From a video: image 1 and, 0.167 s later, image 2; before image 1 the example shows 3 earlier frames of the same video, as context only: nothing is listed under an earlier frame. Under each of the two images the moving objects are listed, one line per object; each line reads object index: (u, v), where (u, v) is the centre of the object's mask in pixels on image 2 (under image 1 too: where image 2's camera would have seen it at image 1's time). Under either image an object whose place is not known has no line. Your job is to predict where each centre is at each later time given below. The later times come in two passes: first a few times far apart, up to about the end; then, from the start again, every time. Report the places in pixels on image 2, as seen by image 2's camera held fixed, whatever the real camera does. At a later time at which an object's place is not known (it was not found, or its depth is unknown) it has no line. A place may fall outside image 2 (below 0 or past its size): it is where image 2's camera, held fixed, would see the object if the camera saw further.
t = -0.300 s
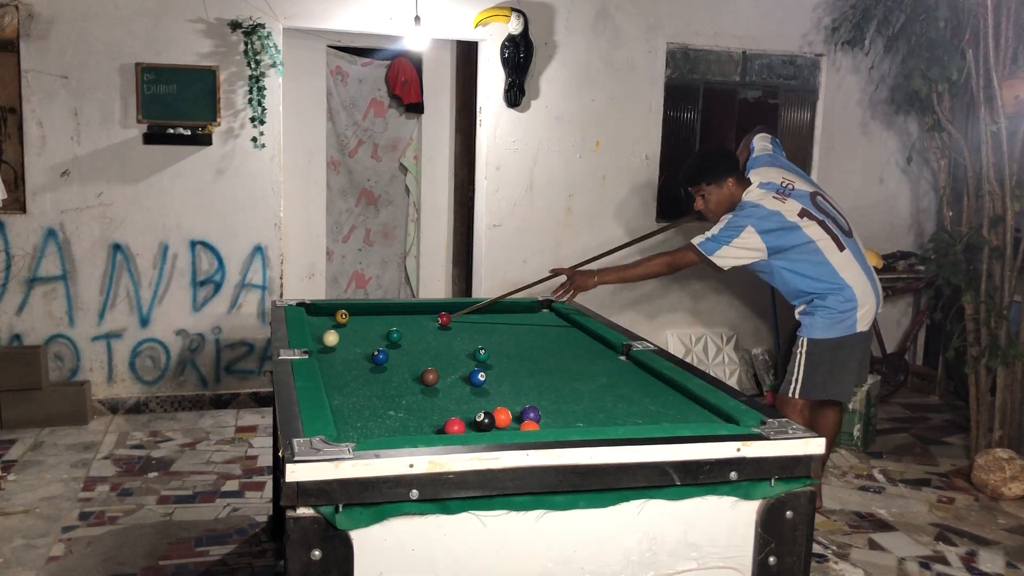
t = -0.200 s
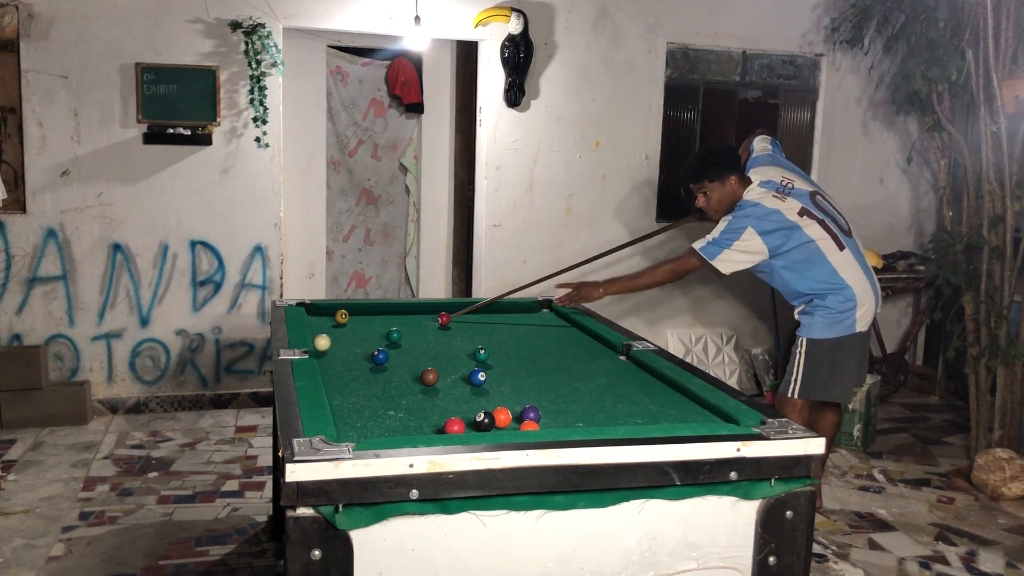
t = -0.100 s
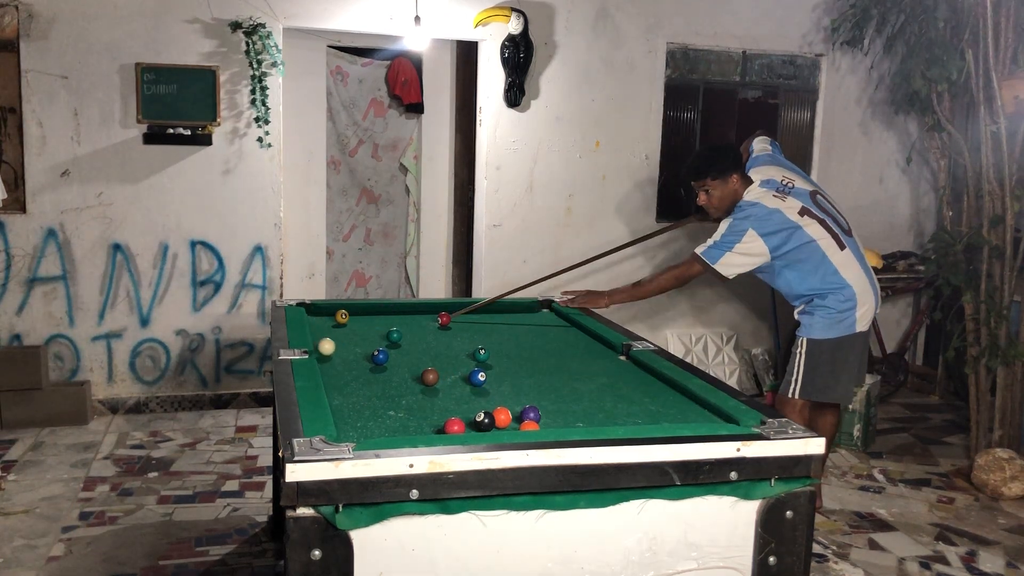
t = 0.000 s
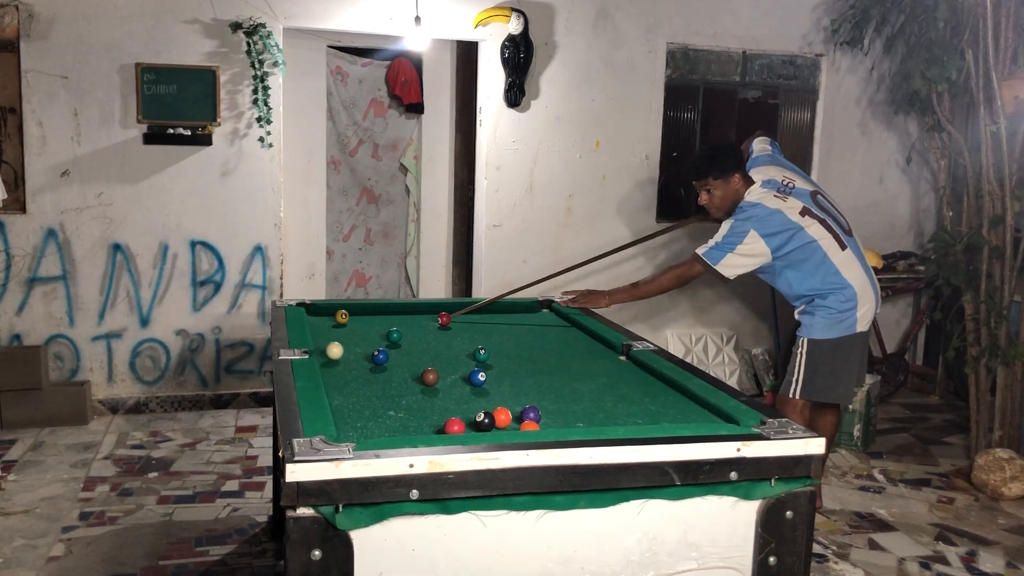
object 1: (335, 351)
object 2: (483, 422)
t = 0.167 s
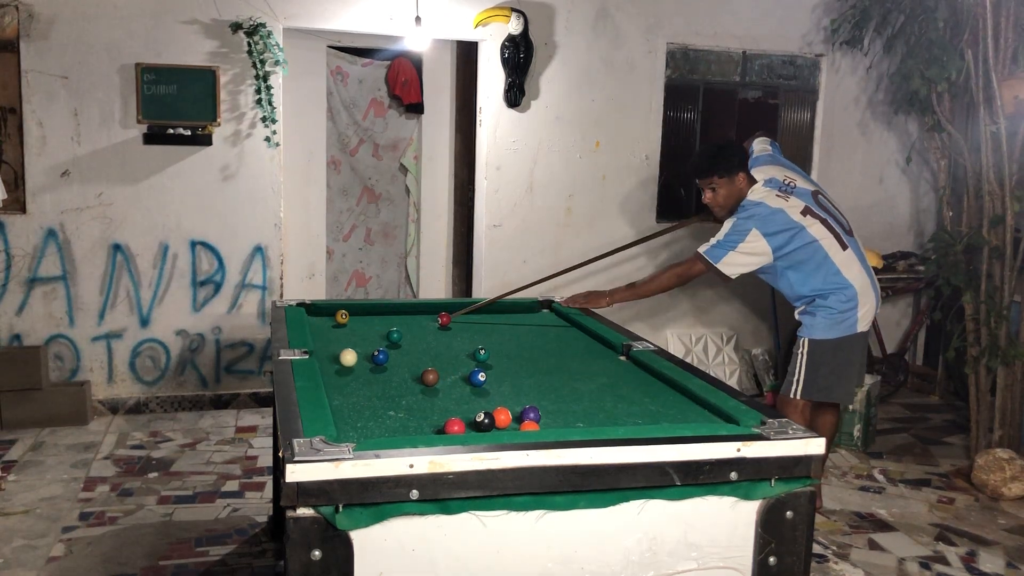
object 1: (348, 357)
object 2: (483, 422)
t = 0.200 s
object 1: (351, 359)
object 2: (484, 421)
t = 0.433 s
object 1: (370, 368)
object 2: (484, 421)
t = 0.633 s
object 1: (388, 377)
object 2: (484, 421)
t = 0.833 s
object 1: (406, 386)
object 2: (484, 421)
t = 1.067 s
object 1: (427, 396)
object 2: (484, 421)
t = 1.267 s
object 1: (444, 405)
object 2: (484, 421)
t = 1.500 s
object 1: (466, 415)
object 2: (484, 420)
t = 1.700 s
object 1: (468, 419)
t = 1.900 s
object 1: (469, 422)
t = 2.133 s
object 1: (469, 423)
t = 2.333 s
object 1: (469, 424)
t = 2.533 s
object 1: (469, 424)
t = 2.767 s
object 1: (469, 424)
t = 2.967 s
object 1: (469, 424)
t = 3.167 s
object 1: (469, 424)
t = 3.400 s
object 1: (469, 424)
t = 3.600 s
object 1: (469, 424)
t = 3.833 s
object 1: (469, 424)
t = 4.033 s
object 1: (469, 424)
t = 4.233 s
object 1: (469, 424)
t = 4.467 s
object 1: (469, 424)
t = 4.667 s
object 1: (469, 424)
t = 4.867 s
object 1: (469, 424)
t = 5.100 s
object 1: (469, 424)
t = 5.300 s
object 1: (469, 424)
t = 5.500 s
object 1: (469, 424)
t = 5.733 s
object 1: (469, 424)
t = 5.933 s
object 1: (469, 424)
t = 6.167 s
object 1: (469, 424)
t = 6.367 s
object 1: (469, 424)
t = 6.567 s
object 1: (469, 424)
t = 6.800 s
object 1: (469, 424)
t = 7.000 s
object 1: (470, 424)
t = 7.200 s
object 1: (470, 424)
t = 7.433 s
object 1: (470, 424)
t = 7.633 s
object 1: (470, 424)
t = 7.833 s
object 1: (470, 424)
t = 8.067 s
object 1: (470, 424)
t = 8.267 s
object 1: (469, 424)
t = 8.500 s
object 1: (469, 424)
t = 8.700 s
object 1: (469, 424)
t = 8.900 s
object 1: (469, 424)
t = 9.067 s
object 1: (469, 424)
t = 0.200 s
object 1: (351, 359)
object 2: (484, 421)
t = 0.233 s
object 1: (353, 360)
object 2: (484, 421)
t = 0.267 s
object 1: (356, 361)
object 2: (484, 421)
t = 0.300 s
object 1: (359, 363)
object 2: (484, 421)
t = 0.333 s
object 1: (362, 364)
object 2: (484, 421)
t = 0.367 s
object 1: (365, 365)
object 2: (484, 420)
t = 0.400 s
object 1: (367, 367)
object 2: (484, 421)
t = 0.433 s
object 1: (370, 368)
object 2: (484, 421)
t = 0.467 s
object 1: (373, 370)
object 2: (484, 421)
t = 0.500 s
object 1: (376, 371)
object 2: (484, 421)
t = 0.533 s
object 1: (379, 373)
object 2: (484, 421)
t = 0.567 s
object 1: (382, 374)
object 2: (484, 421)
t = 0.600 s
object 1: (385, 375)
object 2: (484, 421)
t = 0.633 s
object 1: (388, 377)
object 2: (484, 421)
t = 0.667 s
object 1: (391, 378)
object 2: (484, 421)
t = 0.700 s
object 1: (394, 380)
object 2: (484, 421)
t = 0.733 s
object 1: (397, 381)
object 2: (484, 421)
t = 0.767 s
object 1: (400, 383)
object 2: (484, 421)
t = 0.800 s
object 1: (403, 384)
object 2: (484, 421)
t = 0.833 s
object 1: (406, 386)
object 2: (484, 421)
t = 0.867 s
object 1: (408, 387)
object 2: (484, 421)
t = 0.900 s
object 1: (411, 389)
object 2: (484, 421)
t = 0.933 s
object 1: (414, 390)
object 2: (484, 421)
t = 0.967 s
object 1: (417, 392)
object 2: (484, 421)
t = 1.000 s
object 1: (420, 393)
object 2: (484, 421)
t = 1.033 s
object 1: (423, 395)
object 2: (484, 421)
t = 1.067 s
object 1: (427, 396)
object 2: (484, 421)
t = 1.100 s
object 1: (430, 398)
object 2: (484, 421)
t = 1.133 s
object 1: (433, 399)
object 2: (484, 421)
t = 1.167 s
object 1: (436, 401)
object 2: (484, 420)
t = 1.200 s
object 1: (439, 402)
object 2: (484, 421)
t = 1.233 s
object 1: (442, 404)
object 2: (484, 421)
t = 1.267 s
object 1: (444, 405)
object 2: (484, 421)
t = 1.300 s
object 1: (448, 407)
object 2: (484, 421)
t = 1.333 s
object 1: (451, 408)
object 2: (484, 420)
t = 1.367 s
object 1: (454, 409)
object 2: (484, 421)
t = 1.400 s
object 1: (457, 410)
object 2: (484, 421)
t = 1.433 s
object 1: (460, 411)
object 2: (484, 421)
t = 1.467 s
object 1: (463, 413)
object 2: (484, 420)
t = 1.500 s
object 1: (466, 415)
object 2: (484, 420)
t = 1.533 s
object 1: (467, 416)
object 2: (486, 421)
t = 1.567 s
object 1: (467, 417)
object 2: (489, 422)
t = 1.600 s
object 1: (467, 417)
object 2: (492, 423)
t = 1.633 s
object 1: (467, 418)
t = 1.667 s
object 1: (468, 419)
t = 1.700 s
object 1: (468, 419)
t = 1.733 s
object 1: (468, 420)
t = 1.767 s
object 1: (468, 421)
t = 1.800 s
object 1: (468, 421)
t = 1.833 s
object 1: (468, 421)
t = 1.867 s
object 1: (469, 422)
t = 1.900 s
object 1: (469, 422)
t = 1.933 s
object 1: (469, 422)
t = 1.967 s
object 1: (469, 422)
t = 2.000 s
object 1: (469, 423)
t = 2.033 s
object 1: (469, 423)
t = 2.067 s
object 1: (469, 423)
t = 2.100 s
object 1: (469, 423)
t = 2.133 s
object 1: (469, 423)
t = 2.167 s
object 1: (469, 423)
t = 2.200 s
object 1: (469, 423)
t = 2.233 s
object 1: (469, 424)
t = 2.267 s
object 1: (469, 423)
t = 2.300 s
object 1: (469, 424)
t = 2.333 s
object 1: (469, 424)
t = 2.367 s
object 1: (469, 424)
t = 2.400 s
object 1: (469, 424)
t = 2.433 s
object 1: (469, 424)
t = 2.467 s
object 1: (469, 424)
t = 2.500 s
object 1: (469, 424)
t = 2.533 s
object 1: (469, 424)
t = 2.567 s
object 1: (469, 424)
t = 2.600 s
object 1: (469, 424)
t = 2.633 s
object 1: (469, 424)
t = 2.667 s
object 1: (469, 424)
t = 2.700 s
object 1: (469, 424)
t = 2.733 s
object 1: (469, 424)
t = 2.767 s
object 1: (469, 424)
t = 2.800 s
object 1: (469, 424)
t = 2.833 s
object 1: (469, 424)
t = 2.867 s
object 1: (469, 424)
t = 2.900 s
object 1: (469, 424)
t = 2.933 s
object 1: (469, 424)
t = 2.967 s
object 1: (469, 424)
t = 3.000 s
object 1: (469, 424)
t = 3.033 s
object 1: (469, 424)
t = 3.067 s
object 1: (469, 424)
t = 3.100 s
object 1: (469, 424)
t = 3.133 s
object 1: (469, 424)
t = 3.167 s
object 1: (469, 424)
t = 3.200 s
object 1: (469, 424)
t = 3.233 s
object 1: (469, 424)
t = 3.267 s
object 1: (469, 424)
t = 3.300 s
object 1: (469, 424)
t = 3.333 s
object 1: (469, 424)
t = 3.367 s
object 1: (469, 424)
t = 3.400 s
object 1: (469, 424)
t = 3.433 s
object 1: (469, 424)
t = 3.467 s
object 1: (469, 424)
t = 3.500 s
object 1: (469, 424)
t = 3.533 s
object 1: (469, 424)
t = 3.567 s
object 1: (469, 424)
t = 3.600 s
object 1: (469, 424)
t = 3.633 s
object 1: (469, 424)
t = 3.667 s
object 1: (469, 424)
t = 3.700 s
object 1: (469, 424)
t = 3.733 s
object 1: (469, 424)
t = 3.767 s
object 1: (469, 424)
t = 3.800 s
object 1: (469, 424)
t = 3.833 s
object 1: (469, 424)
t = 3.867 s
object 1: (469, 424)
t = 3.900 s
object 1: (469, 424)
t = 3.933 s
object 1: (469, 424)
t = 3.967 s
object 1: (469, 424)
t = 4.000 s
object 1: (469, 424)
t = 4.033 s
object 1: (469, 424)
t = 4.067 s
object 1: (469, 424)
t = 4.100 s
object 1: (469, 424)
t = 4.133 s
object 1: (469, 424)
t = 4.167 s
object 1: (469, 424)
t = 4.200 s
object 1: (469, 424)
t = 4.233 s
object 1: (469, 424)
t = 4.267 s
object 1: (469, 424)
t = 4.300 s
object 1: (469, 424)
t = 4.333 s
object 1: (469, 424)
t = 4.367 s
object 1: (469, 424)
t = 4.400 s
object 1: (469, 424)
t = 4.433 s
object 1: (469, 424)
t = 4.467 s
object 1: (469, 424)
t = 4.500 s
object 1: (469, 424)
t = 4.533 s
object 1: (469, 424)
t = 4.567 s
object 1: (469, 424)
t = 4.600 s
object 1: (469, 424)
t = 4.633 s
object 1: (469, 424)
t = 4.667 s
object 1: (469, 424)
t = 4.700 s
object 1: (469, 424)
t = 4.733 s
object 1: (469, 424)
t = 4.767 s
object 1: (469, 424)
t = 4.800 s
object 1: (469, 424)
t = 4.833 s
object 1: (469, 424)
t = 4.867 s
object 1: (469, 424)
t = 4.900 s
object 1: (469, 424)
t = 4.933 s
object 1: (469, 424)
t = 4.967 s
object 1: (469, 424)
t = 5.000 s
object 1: (469, 424)
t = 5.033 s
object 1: (469, 424)
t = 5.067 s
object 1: (469, 424)
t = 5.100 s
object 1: (469, 424)
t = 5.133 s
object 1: (469, 424)
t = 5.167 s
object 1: (469, 424)
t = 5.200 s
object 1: (469, 424)
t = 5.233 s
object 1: (469, 424)
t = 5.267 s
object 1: (469, 424)
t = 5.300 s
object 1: (469, 424)
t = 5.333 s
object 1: (469, 424)
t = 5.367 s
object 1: (469, 424)
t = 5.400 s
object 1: (469, 424)
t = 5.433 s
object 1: (469, 424)
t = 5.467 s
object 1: (469, 424)
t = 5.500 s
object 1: (469, 424)
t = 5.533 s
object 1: (469, 424)
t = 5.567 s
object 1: (469, 424)
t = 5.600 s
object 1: (469, 424)
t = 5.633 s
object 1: (469, 424)
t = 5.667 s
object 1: (469, 424)
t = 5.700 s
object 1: (469, 424)
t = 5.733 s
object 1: (469, 424)
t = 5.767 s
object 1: (469, 424)
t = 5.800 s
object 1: (469, 424)
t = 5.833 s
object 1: (469, 424)
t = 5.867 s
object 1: (469, 424)
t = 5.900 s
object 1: (469, 424)
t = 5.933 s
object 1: (469, 424)
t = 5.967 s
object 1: (469, 424)
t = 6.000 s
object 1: (469, 424)
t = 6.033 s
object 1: (469, 424)
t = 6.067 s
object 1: (469, 424)
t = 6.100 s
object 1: (469, 424)
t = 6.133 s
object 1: (469, 424)
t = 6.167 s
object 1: (469, 424)
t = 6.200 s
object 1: (469, 424)
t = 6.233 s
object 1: (469, 424)
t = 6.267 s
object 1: (469, 424)
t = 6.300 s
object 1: (469, 424)
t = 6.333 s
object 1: (469, 424)
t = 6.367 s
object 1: (469, 424)
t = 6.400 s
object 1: (470, 424)
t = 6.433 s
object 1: (469, 424)
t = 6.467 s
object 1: (469, 424)
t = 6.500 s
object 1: (469, 424)
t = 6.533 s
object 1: (470, 424)
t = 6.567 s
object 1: (469, 424)
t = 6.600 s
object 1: (470, 424)
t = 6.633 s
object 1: (469, 424)
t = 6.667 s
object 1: (470, 424)
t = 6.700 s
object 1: (470, 424)
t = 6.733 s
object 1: (469, 424)
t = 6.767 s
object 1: (470, 424)
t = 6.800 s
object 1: (469, 424)
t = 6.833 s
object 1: (470, 424)
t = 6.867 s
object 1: (470, 424)
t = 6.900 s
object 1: (470, 424)
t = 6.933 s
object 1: (470, 423)
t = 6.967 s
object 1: (470, 424)
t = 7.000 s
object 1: (470, 424)
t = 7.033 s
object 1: (470, 424)
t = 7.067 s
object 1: (470, 424)
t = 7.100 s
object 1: (469, 424)
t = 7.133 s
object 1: (470, 424)
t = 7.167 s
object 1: (470, 424)
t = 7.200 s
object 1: (470, 424)
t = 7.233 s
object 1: (470, 424)
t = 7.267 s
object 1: (469, 424)
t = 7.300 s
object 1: (469, 424)
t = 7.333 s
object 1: (470, 424)
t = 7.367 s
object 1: (469, 424)
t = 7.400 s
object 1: (470, 424)
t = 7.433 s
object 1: (470, 424)
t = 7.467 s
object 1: (469, 424)
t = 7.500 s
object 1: (470, 424)
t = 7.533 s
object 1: (469, 424)
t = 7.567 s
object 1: (470, 424)
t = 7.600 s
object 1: (470, 424)
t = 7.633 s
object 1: (470, 424)
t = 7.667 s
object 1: (469, 424)
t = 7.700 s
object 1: (469, 424)
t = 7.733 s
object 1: (470, 424)
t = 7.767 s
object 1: (470, 424)
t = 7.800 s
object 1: (470, 424)
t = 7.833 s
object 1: (470, 424)
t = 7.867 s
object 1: (469, 424)
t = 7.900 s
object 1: (470, 424)
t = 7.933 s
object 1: (470, 424)
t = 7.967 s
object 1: (470, 424)
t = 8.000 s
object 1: (470, 424)
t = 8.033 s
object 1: (470, 424)
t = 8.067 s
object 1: (470, 424)
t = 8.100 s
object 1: (469, 424)
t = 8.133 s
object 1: (470, 424)
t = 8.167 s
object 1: (470, 424)
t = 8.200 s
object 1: (470, 424)
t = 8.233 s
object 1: (470, 424)
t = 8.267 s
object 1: (469, 424)
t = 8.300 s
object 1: (470, 424)
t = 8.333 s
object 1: (470, 424)
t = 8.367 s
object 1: (470, 424)
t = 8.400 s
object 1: (469, 424)
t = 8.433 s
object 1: (470, 424)
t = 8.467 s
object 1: (469, 424)
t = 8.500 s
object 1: (469, 424)
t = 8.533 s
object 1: (469, 424)
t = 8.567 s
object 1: (469, 424)
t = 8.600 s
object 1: (469, 424)
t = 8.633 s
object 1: (469, 424)
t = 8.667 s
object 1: (469, 424)
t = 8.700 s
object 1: (469, 424)
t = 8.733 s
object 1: (469, 424)
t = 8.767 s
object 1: (470, 424)
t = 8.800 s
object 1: (469, 424)
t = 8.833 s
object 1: (469, 424)
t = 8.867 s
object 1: (469, 424)
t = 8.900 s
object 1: (469, 424)
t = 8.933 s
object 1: (469, 424)
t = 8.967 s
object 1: (469, 424)
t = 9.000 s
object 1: (469, 424)
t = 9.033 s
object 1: (469, 424)
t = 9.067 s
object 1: (469, 424)
